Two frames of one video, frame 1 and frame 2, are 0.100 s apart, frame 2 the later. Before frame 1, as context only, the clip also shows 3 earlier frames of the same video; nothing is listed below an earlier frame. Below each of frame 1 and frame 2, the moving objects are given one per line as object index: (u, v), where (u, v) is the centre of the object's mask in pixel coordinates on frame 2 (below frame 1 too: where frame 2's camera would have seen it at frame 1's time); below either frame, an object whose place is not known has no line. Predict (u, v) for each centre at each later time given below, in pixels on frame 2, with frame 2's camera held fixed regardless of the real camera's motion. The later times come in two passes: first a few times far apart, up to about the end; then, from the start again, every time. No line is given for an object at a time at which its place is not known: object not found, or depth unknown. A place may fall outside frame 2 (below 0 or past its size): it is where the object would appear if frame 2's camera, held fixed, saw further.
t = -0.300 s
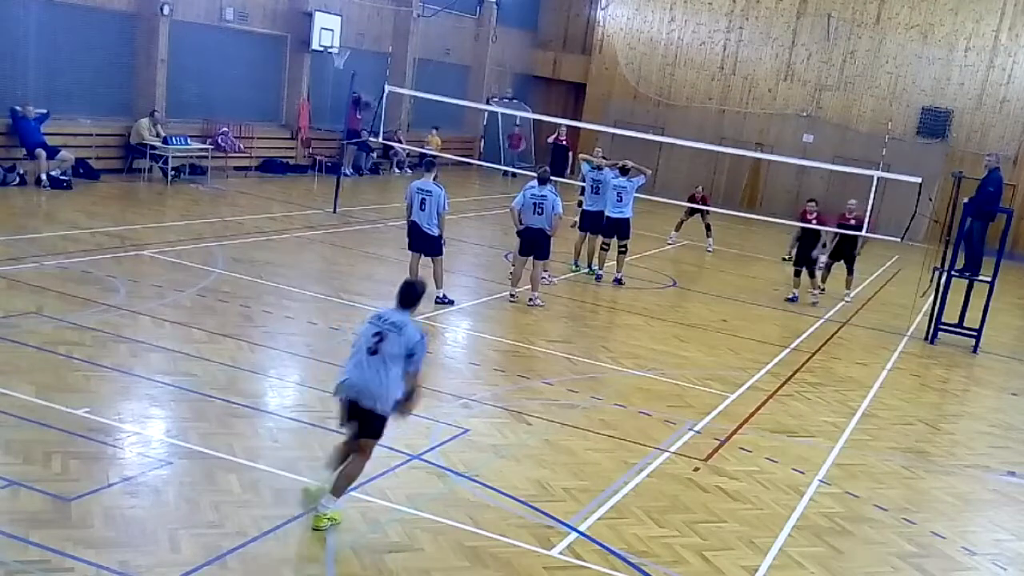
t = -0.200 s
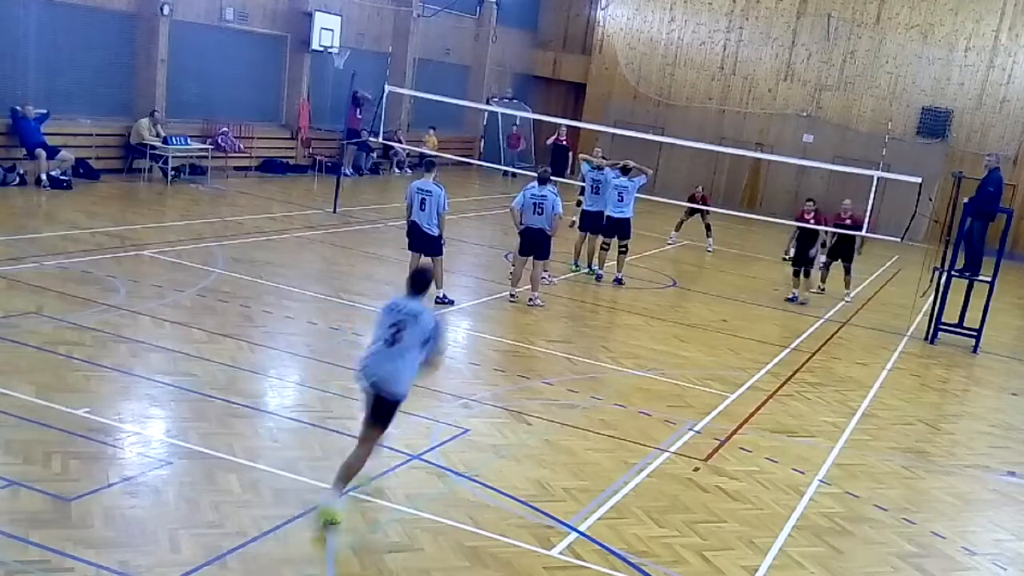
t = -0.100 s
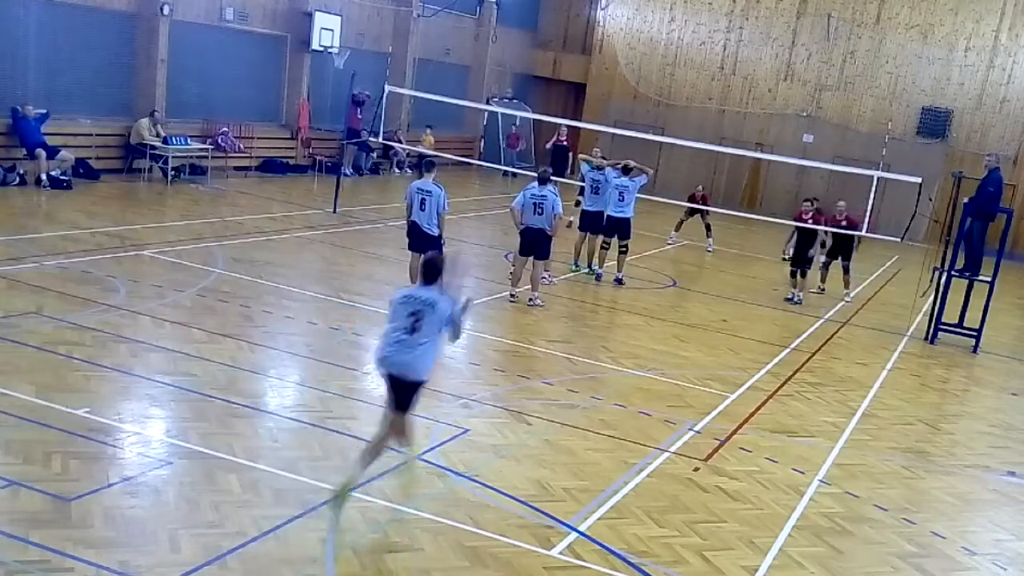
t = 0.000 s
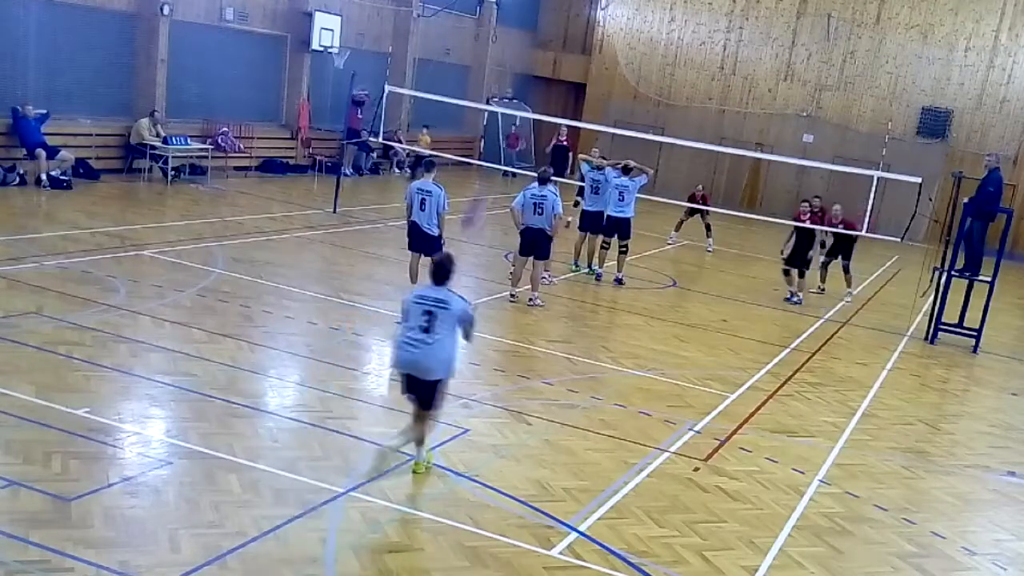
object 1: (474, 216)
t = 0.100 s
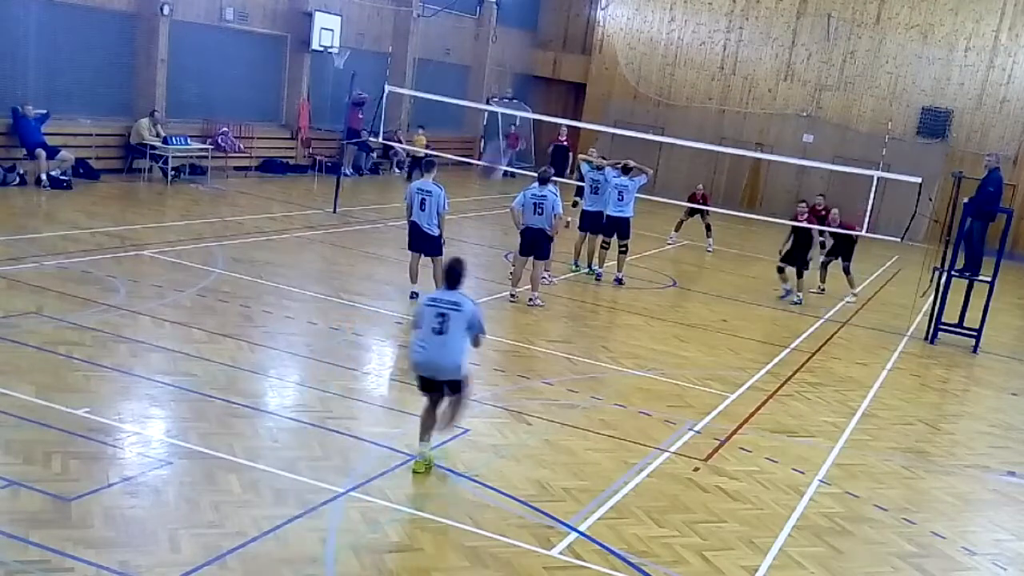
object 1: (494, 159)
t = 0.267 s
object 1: (521, 108)
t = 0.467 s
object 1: (542, 89)
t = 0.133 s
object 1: (501, 146)
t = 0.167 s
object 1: (506, 134)
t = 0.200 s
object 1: (511, 128)
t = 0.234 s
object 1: (515, 118)
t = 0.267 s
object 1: (521, 108)
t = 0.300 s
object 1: (525, 100)
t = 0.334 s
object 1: (530, 96)
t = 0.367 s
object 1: (532, 93)
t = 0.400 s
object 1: (536, 89)
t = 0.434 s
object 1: (539, 88)
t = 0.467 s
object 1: (542, 89)
